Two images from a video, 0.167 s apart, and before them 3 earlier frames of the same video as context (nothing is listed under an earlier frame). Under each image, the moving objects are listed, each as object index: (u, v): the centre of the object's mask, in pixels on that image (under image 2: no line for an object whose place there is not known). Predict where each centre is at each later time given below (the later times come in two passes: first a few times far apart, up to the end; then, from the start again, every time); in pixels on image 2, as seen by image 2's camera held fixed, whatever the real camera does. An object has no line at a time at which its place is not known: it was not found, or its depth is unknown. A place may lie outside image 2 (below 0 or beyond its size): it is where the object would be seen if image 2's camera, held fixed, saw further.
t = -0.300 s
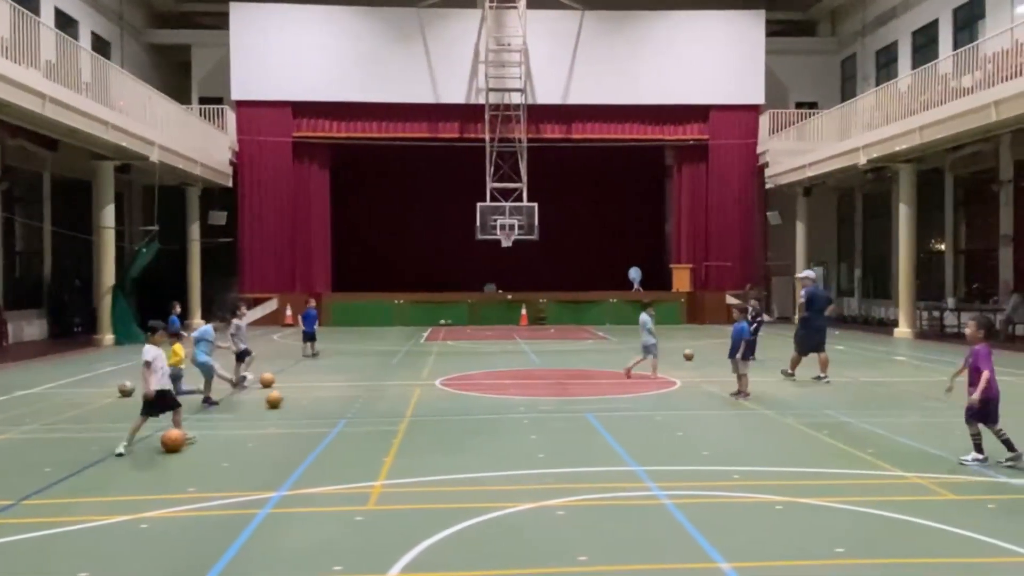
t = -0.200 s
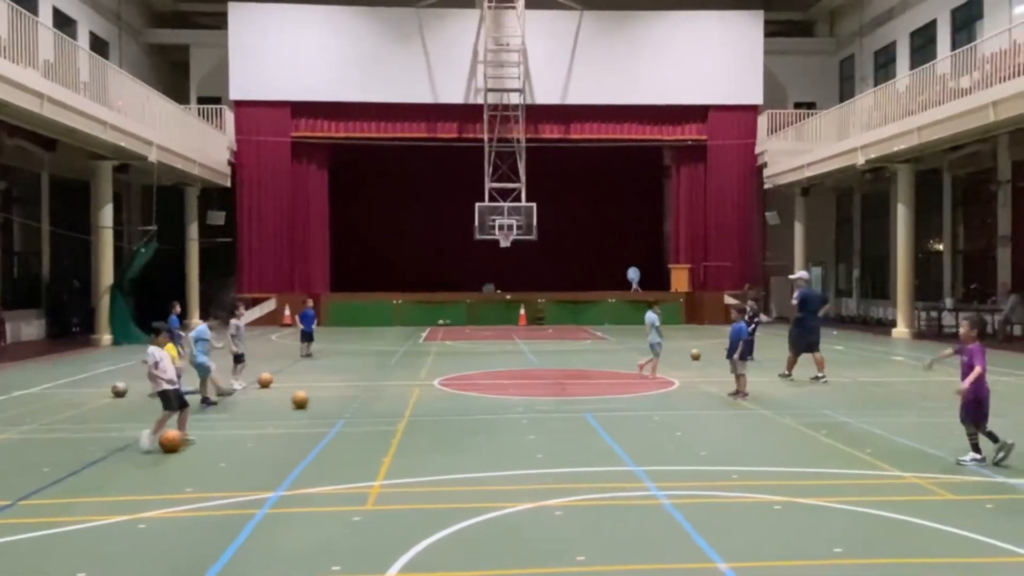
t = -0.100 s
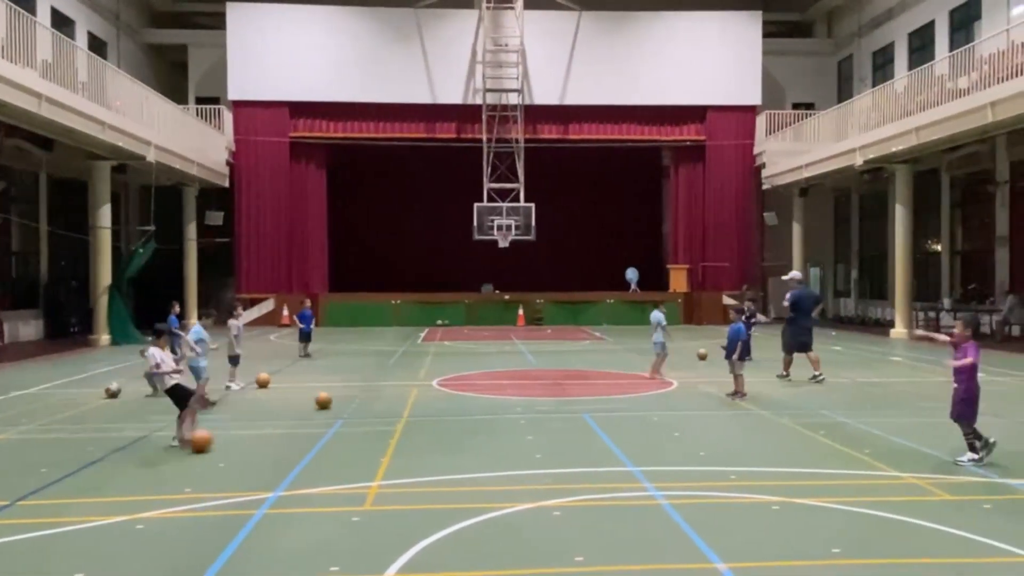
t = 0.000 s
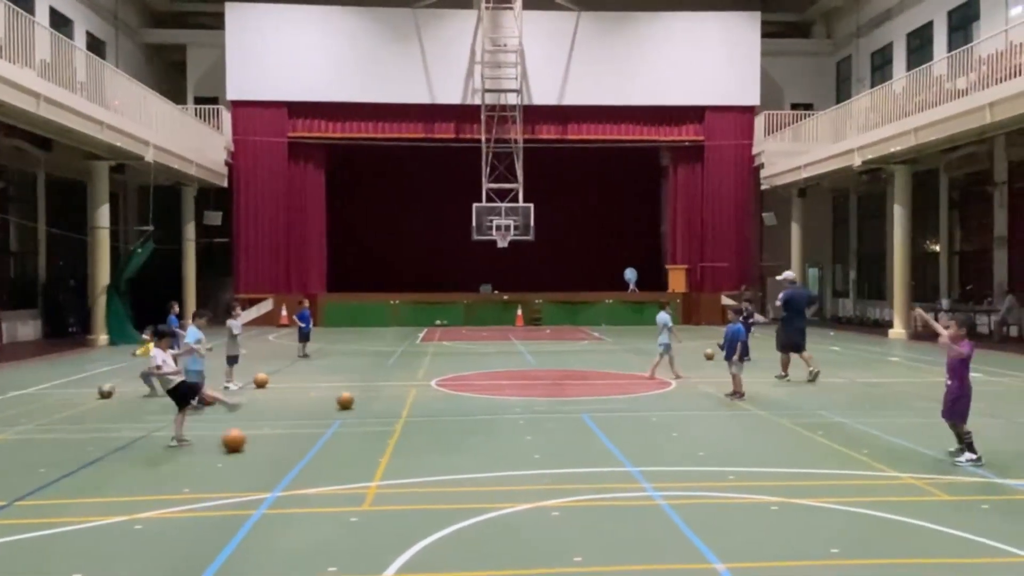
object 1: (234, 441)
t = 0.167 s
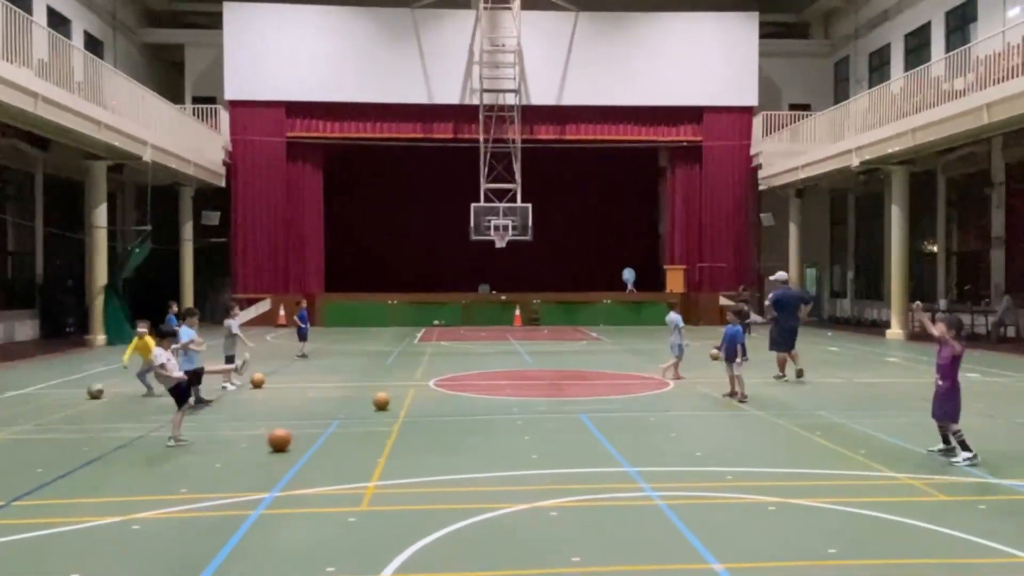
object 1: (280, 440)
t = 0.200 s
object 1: (289, 440)
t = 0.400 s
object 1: (342, 439)
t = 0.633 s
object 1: (402, 438)
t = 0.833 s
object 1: (453, 437)
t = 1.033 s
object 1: (501, 437)
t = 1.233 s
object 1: (550, 436)
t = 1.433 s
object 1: (596, 437)
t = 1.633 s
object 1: (642, 437)
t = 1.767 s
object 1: (673, 437)
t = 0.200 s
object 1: (289, 440)
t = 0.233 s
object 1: (297, 440)
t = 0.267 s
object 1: (306, 439)
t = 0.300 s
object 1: (315, 440)
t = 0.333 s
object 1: (325, 439)
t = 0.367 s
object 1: (333, 440)
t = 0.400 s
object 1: (342, 439)
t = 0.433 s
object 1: (351, 439)
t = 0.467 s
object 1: (360, 439)
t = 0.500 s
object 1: (368, 439)
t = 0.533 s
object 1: (376, 439)
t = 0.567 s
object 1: (385, 439)
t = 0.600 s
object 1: (394, 438)
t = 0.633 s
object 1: (402, 438)
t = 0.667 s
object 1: (411, 438)
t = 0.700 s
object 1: (419, 438)
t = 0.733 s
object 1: (428, 438)
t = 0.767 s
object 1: (436, 438)
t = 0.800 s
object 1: (445, 437)
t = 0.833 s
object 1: (453, 437)
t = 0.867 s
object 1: (461, 437)
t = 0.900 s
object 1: (469, 437)
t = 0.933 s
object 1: (477, 437)
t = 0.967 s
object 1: (485, 437)
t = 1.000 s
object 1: (493, 437)
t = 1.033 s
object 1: (501, 437)
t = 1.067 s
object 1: (510, 437)
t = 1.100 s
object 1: (518, 437)
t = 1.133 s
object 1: (526, 437)
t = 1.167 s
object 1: (533, 437)
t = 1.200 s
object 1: (541, 437)
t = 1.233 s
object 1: (550, 436)
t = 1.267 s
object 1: (557, 437)
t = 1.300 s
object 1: (565, 437)
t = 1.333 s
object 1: (573, 437)
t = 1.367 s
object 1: (581, 437)
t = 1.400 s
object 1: (588, 437)
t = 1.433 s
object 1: (596, 437)
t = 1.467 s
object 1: (604, 437)
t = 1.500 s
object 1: (612, 437)
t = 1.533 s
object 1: (619, 437)
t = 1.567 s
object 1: (627, 437)
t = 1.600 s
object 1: (635, 437)
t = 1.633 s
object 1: (642, 437)
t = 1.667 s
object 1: (650, 437)
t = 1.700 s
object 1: (658, 437)
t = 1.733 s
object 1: (666, 437)
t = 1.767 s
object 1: (673, 437)
